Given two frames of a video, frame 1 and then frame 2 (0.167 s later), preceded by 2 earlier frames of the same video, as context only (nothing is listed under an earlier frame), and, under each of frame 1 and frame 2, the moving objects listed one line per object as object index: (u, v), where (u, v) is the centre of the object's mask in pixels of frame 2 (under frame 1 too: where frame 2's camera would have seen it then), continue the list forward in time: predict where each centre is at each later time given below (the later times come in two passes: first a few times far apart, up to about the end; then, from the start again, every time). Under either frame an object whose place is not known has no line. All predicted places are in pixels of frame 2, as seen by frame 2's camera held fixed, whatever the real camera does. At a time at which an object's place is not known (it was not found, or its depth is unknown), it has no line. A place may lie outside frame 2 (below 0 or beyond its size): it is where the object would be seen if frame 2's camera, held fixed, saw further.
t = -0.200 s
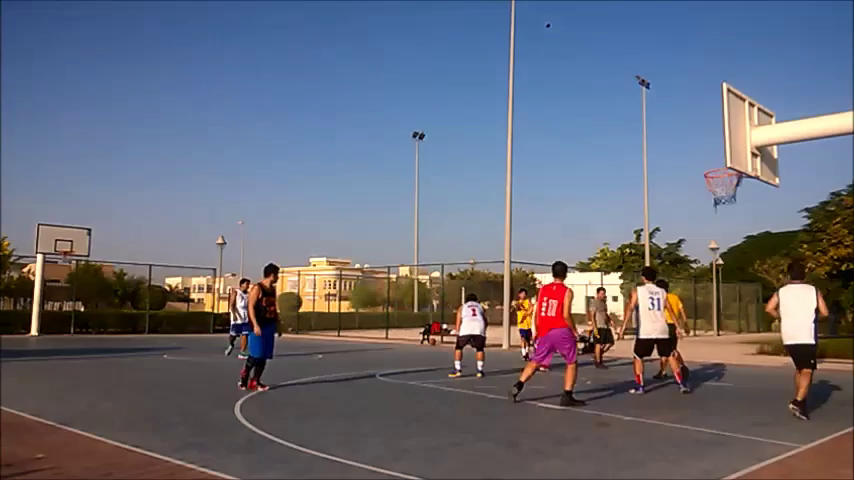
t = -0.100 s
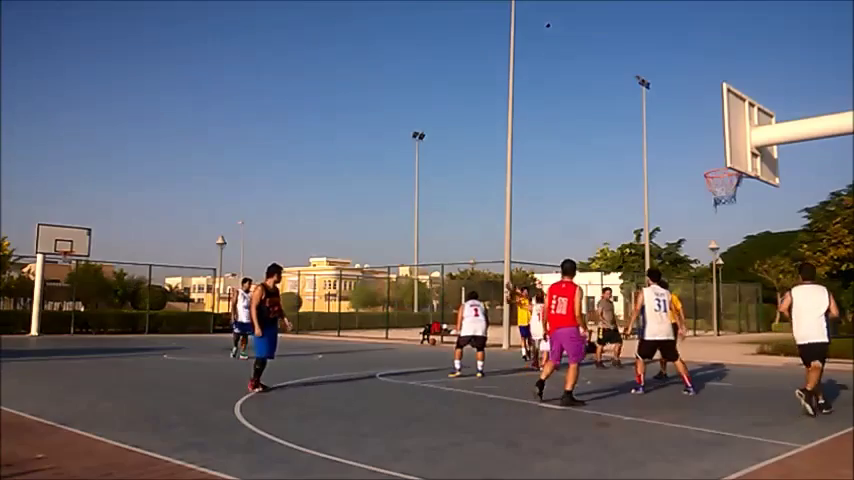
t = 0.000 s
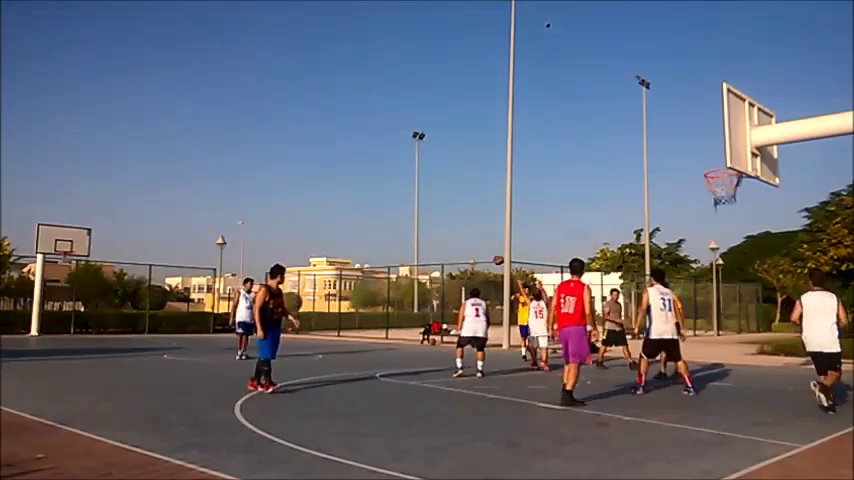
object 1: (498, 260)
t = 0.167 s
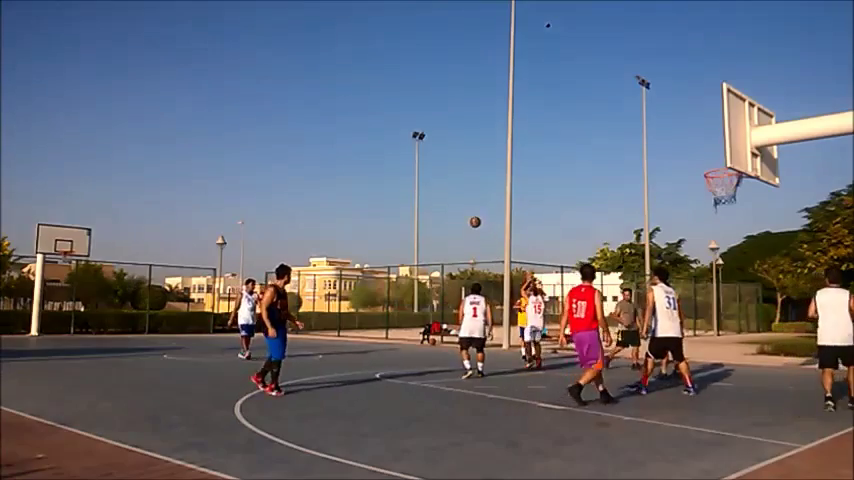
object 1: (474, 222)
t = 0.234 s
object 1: (465, 208)
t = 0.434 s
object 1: (431, 178)
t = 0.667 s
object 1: (383, 165)
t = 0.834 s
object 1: (341, 174)
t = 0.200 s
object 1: (469, 215)
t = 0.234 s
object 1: (465, 208)
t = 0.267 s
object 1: (459, 202)
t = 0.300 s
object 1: (454, 197)
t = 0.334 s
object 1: (448, 192)
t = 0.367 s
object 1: (442, 186)
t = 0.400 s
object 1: (437, 182)
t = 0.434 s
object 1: (431, 178)
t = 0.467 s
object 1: (425, 175)
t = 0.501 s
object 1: (418, 172)
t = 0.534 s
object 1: (412, 170)
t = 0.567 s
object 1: (405, 167)
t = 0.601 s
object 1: (398, 166)
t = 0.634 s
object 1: (391, 165)
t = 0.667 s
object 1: (383, 165)
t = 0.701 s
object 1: (375, 165)
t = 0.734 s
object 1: (367, 166)
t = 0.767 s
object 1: (359, 168)
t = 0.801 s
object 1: (350, 170)
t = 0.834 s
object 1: (341, 174)
